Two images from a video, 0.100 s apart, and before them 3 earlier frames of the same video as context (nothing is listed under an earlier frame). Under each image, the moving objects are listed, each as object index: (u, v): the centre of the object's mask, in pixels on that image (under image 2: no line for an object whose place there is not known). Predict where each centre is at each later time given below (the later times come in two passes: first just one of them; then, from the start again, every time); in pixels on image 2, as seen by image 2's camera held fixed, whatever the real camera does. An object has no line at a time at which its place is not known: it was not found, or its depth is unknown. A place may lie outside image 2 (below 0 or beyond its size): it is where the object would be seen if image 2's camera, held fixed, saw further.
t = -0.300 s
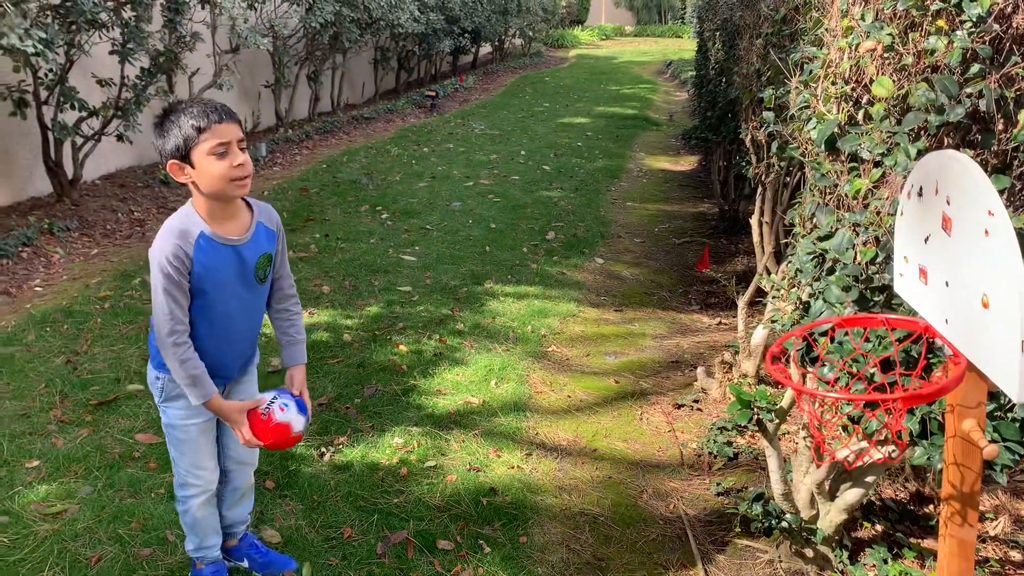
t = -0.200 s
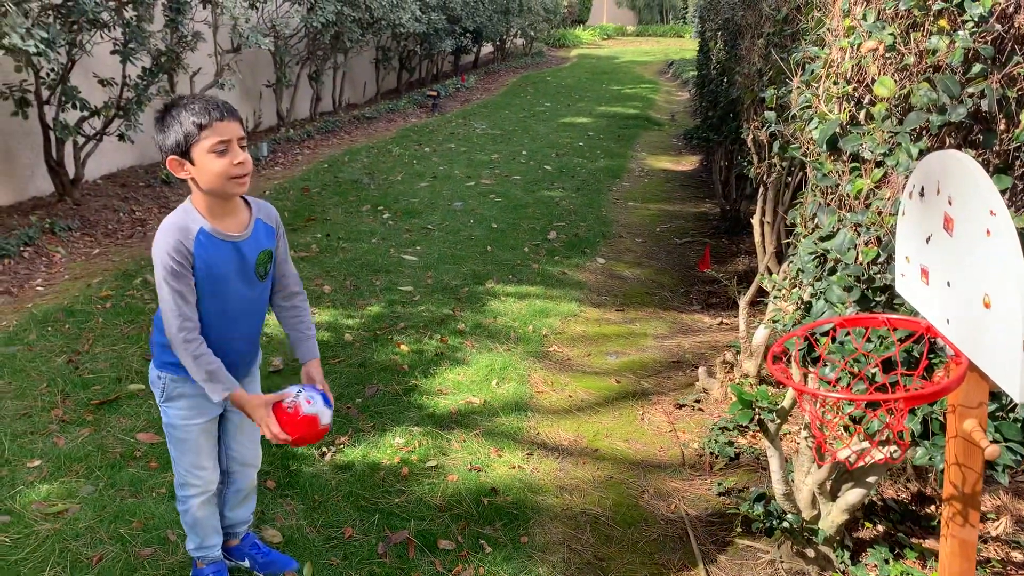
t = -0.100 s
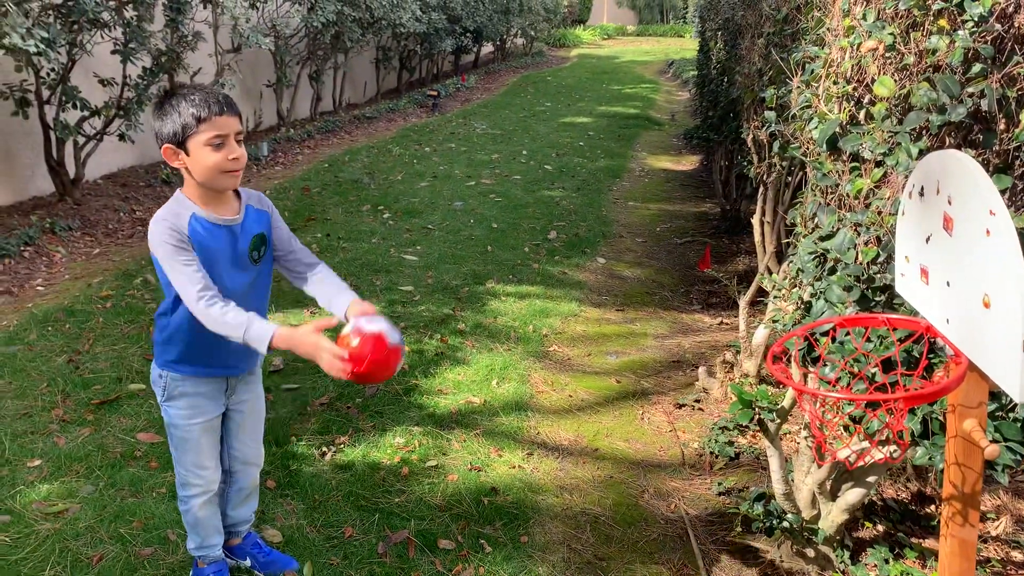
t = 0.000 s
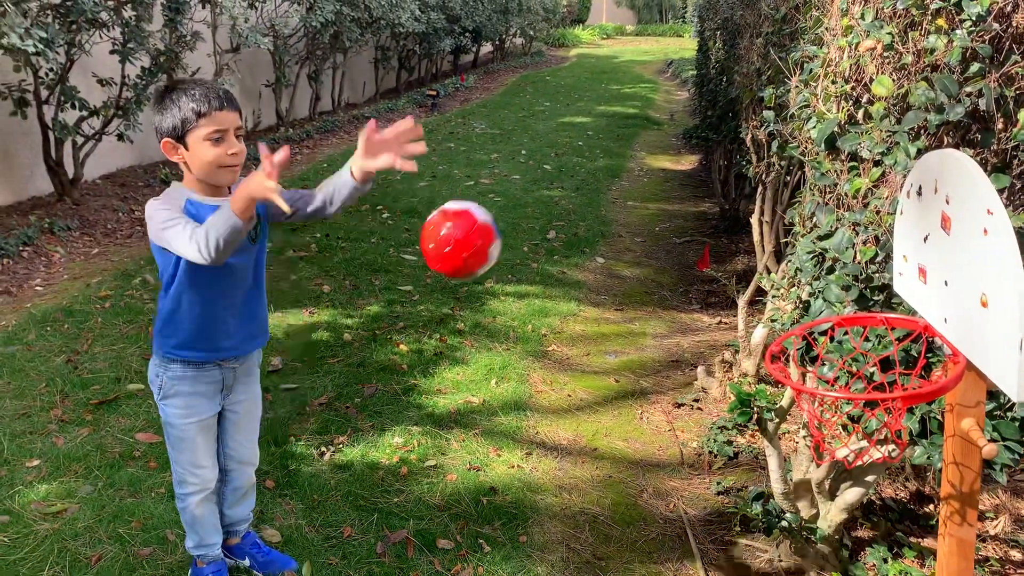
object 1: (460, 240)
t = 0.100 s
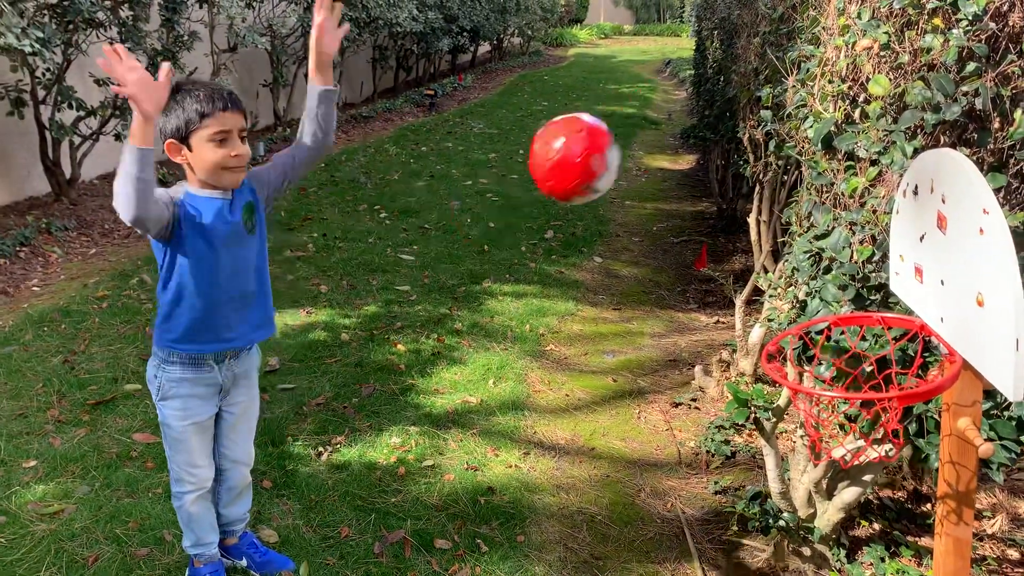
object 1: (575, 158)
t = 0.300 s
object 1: (890, 160)
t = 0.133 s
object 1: (619, 141)
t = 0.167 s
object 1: (669, 129)
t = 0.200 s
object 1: (721, 124)
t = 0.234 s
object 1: (775, 127)
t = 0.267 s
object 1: (836, 139)
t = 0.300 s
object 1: (890, 160)
